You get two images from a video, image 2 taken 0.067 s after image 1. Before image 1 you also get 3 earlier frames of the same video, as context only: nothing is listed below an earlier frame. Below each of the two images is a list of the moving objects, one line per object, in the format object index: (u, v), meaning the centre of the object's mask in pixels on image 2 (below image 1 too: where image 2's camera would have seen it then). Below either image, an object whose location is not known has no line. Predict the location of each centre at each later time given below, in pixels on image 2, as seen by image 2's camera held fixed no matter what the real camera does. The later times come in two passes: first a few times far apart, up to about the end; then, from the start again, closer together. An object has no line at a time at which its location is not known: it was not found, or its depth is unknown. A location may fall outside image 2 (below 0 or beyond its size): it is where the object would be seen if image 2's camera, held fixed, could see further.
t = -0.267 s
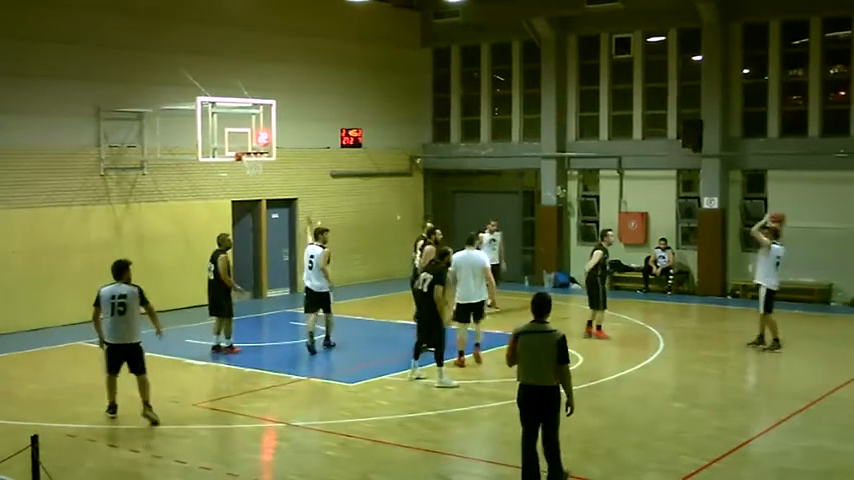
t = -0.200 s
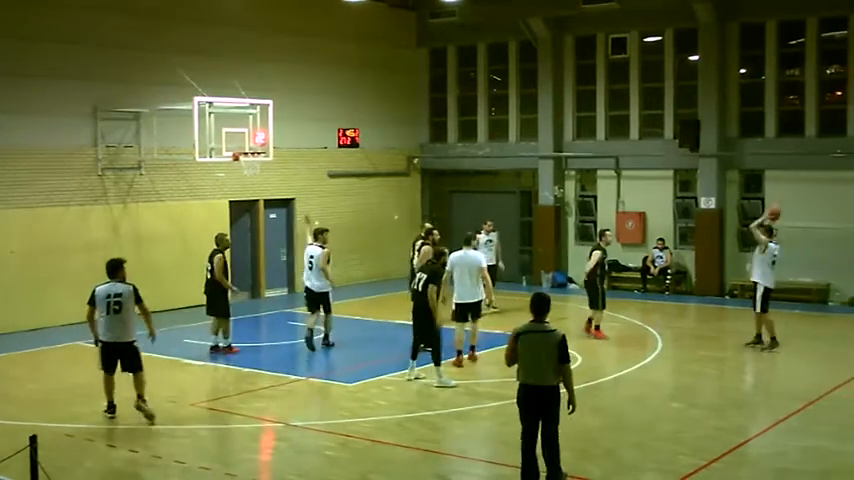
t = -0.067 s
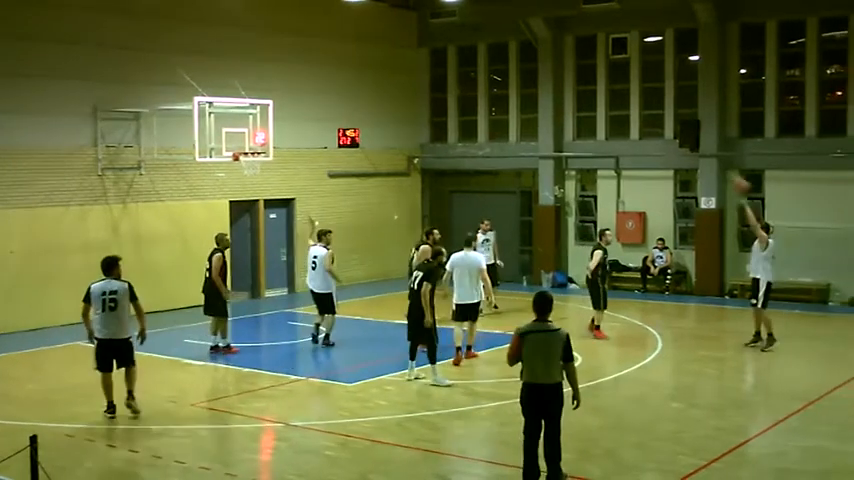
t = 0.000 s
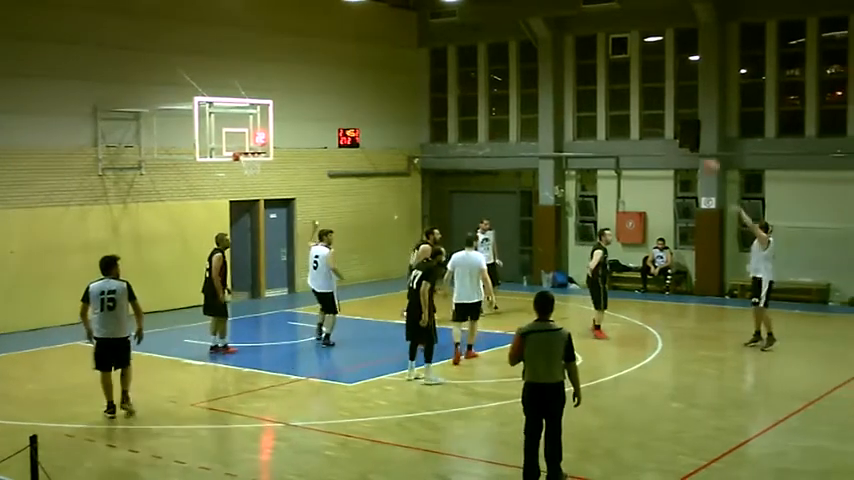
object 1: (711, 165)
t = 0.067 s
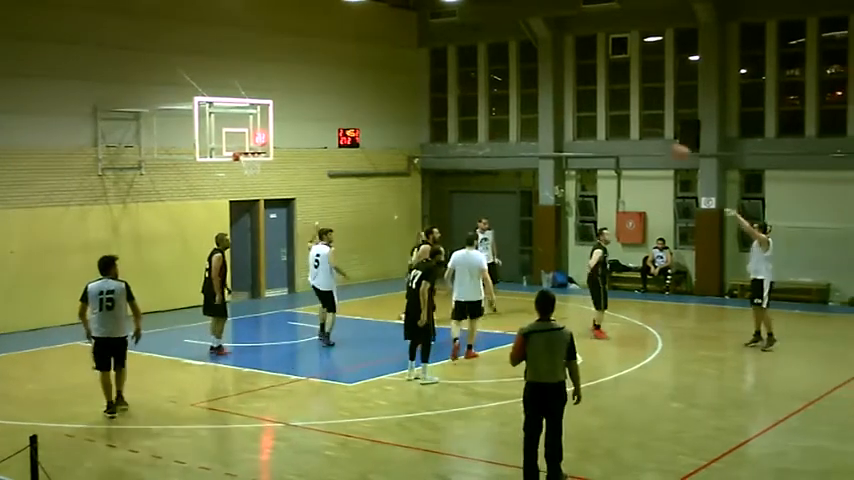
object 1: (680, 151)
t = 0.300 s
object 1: (578, 119)
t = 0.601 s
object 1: (447, 126)
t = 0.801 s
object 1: (373, 163)
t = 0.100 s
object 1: (664, 144)
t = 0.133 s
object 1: (649, 138)
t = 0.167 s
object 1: (636, 133)
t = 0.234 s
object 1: (608, 126)
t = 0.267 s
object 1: (588, 121)
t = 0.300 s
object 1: (578, 119)
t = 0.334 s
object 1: (560, 116)
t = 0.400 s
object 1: (535, 115)
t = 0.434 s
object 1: (522, 117)
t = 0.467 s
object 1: (501, 116)
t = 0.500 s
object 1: (491, 119)
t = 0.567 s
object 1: (465, 125)
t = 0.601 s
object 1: (447, 126)
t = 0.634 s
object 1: (437, 133)
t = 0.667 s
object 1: (424, 136)
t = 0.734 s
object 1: (397, 147)
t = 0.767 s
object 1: (385, 154)
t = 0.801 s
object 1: (373, 163)
